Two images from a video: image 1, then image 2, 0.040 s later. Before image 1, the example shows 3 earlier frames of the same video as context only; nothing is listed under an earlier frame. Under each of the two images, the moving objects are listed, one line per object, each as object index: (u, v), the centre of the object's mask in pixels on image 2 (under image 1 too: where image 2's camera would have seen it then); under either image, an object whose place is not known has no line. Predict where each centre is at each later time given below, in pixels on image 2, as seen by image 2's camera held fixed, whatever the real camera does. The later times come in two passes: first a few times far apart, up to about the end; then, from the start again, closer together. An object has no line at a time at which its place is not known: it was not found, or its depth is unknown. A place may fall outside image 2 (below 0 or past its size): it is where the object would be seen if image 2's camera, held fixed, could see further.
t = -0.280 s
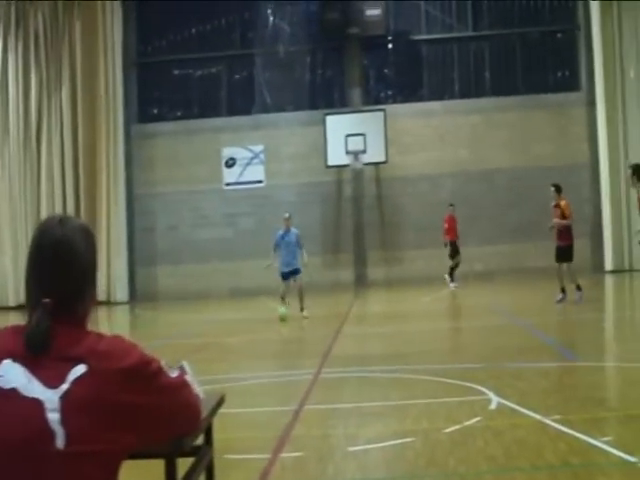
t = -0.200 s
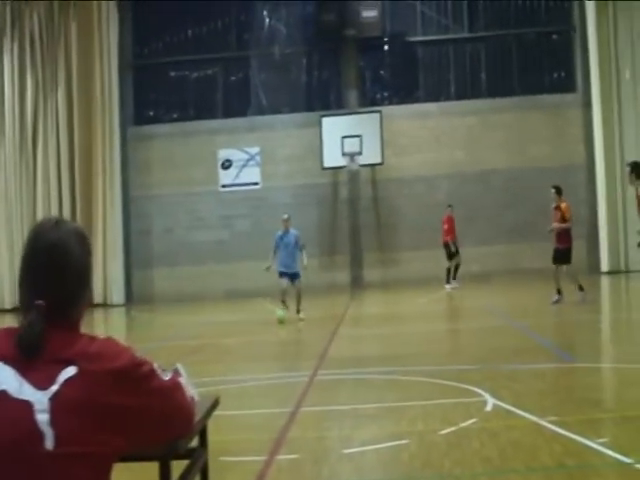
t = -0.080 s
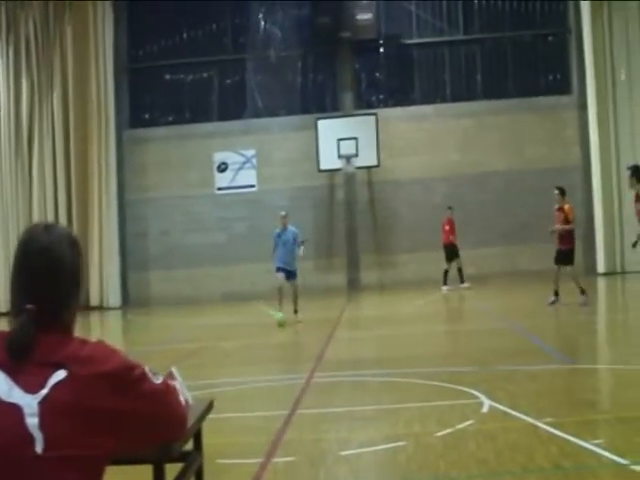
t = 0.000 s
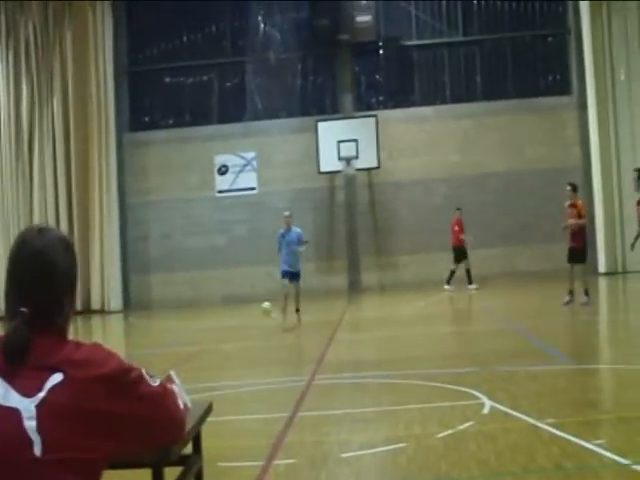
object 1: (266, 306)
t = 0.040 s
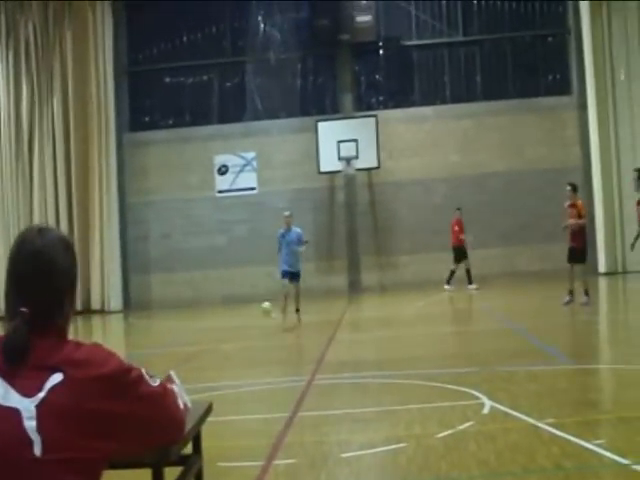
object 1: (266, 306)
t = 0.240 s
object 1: (248, 310)
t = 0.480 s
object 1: (219, 339)
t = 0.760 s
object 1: (198, 356)
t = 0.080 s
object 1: (263, 305)
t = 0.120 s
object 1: (259, 305)
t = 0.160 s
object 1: (256, 305)
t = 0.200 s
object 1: (252, 307)
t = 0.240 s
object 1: (248, 310)
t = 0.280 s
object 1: (244, 313)
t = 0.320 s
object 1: (240, 318)
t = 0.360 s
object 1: (237, 322)
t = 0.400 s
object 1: (222, 341)
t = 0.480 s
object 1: (219, 339)
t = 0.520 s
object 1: (217, 338)
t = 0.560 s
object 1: (213, 338)
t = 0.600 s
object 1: (210, 340)
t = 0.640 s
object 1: (207, 343)
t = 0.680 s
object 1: (204, 346)
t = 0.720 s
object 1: (201, 351)
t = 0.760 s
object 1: (198, 356)
